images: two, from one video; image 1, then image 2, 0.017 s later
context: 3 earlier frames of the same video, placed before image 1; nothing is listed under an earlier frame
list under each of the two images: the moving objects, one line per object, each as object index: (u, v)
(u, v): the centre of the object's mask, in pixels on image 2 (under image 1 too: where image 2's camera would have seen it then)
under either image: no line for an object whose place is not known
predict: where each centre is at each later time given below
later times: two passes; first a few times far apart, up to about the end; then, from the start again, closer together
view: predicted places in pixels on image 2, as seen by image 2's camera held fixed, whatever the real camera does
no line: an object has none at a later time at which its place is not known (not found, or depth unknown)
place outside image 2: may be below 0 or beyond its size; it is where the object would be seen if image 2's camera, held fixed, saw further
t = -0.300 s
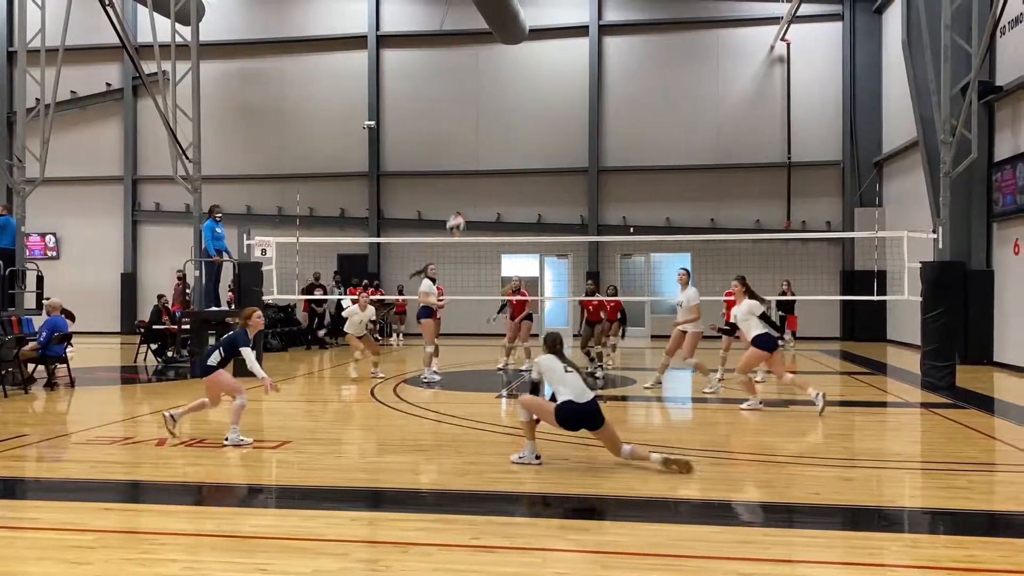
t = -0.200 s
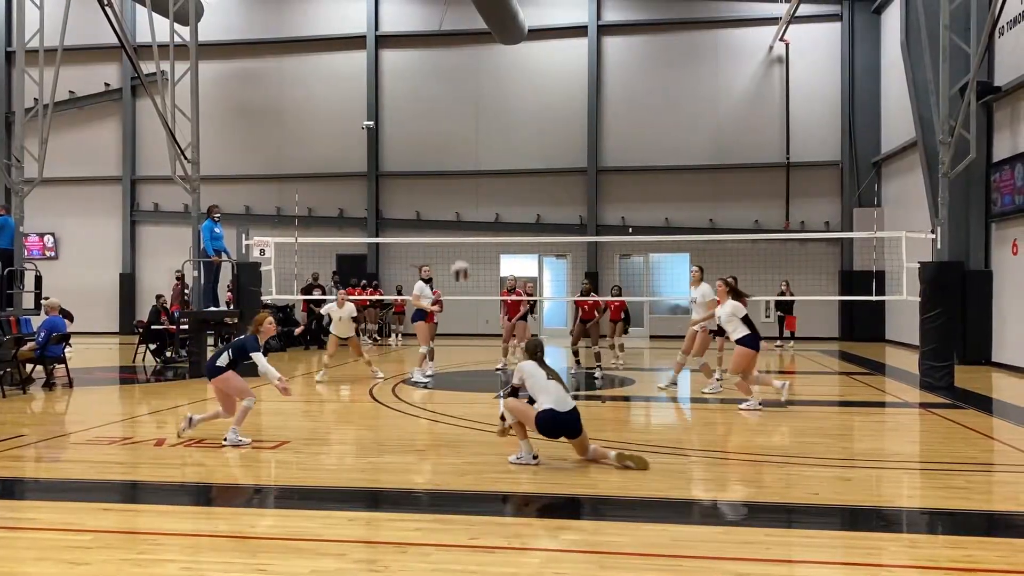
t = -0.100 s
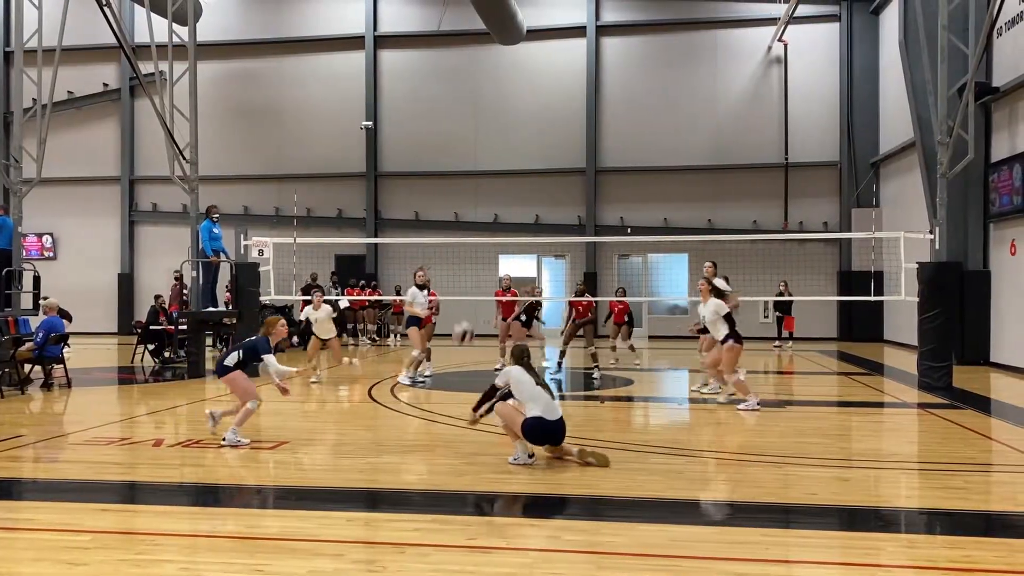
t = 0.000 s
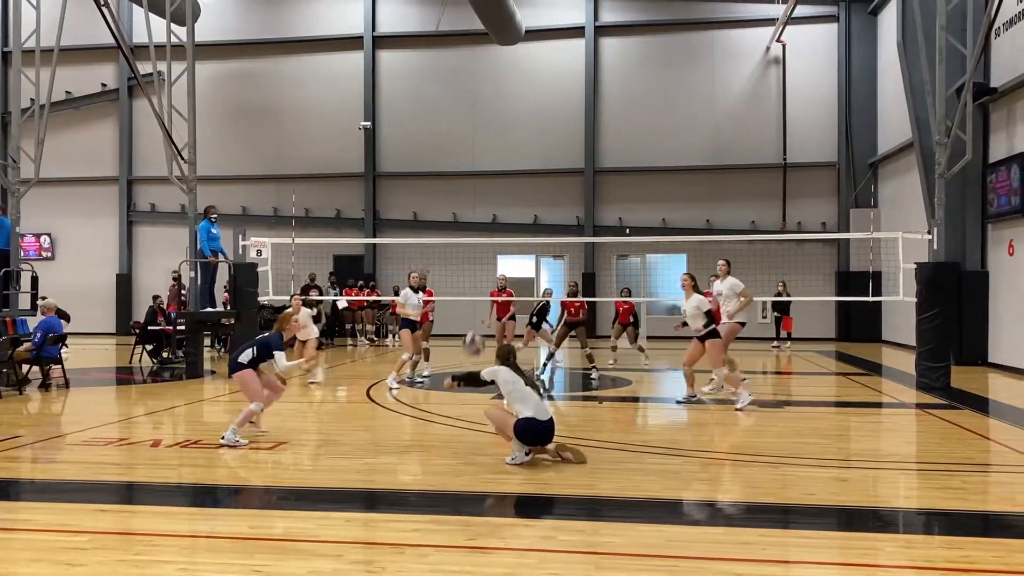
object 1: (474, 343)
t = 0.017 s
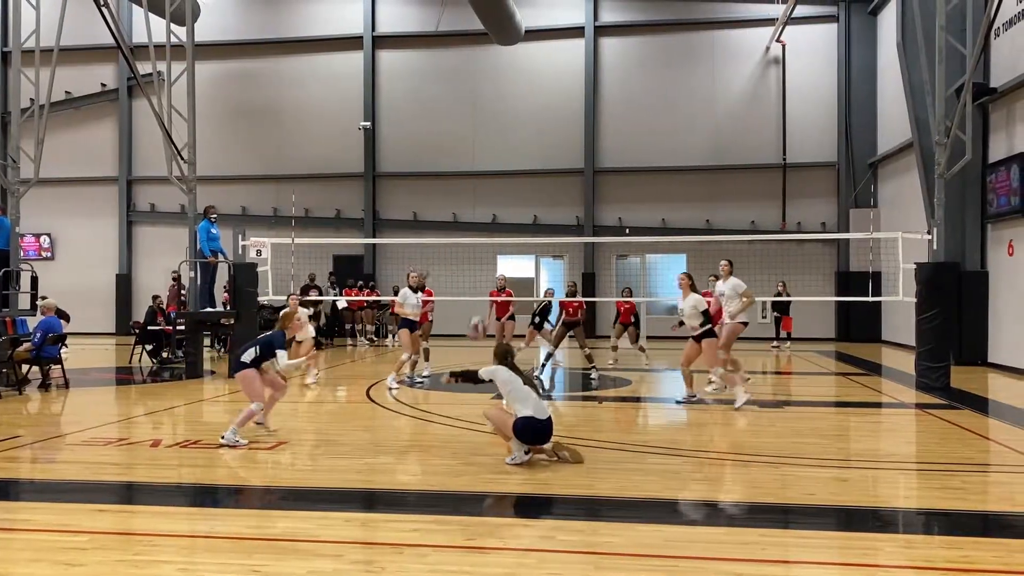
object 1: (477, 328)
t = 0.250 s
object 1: (530, 149)
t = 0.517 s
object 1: (584, 44)
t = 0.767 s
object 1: (630, 15)
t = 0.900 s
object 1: (652, 22)
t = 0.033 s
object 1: (480, 311)
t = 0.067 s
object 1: (487, 281)
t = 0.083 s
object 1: (492, 268)
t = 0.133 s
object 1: (503, 228)
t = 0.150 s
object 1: (507, 213)
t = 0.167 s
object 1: (511, 203)
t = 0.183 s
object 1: (514, 191)
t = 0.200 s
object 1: (517, 180)
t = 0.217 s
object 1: (522, 171)
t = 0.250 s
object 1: (530, 149)
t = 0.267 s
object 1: (534, 141)
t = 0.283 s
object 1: (536, 133)
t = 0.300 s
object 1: (540, 124)
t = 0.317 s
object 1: (544, 116)
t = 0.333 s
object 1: (547, 108)
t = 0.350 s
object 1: (550, 101)
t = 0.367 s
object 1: (554, 95)
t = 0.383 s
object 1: (557, 87)
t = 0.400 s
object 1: (561, 81)
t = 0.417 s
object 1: (564, 75)
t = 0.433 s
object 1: (568, 69)
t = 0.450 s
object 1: (570, 64)
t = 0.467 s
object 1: (574, 58)
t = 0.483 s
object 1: (578, 53)
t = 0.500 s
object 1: (582, 49)
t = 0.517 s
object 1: (584, 44)
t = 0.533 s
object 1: (587, 40)
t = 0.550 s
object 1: (590, 36)
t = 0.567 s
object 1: (594, 33)
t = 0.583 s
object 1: (596, 30)
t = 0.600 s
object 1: (599, 28)
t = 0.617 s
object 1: (602, 25)
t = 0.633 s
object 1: (605, 23)
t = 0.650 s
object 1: (608, 22)
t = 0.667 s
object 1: (612, 19)
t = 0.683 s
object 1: (615, 18)
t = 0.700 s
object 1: (618, 17)
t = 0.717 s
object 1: (621, 16)
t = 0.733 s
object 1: (624, 15)
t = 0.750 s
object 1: (627, 15)
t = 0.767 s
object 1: (630, 15)
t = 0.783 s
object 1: (632, 14)
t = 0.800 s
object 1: (635, 15)
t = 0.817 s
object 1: (639, 16)
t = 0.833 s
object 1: (641, 17)
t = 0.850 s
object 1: (644, 17)
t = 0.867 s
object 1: (647, 18)
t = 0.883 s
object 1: (650, 20)
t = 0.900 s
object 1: (652, 22)
